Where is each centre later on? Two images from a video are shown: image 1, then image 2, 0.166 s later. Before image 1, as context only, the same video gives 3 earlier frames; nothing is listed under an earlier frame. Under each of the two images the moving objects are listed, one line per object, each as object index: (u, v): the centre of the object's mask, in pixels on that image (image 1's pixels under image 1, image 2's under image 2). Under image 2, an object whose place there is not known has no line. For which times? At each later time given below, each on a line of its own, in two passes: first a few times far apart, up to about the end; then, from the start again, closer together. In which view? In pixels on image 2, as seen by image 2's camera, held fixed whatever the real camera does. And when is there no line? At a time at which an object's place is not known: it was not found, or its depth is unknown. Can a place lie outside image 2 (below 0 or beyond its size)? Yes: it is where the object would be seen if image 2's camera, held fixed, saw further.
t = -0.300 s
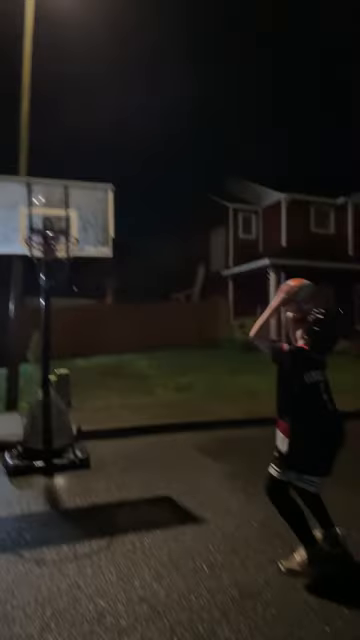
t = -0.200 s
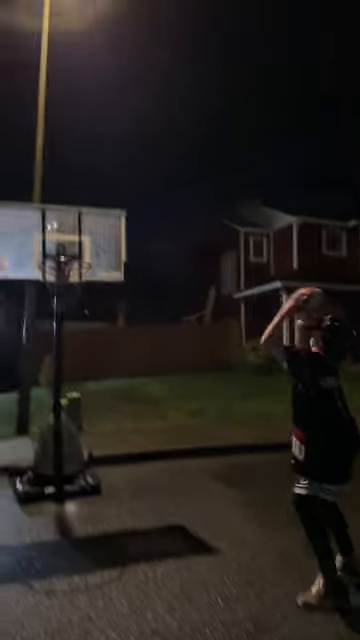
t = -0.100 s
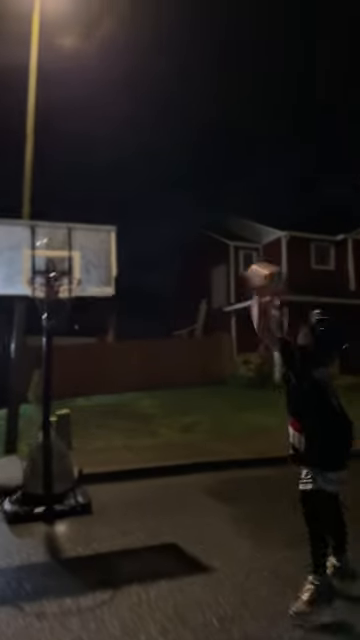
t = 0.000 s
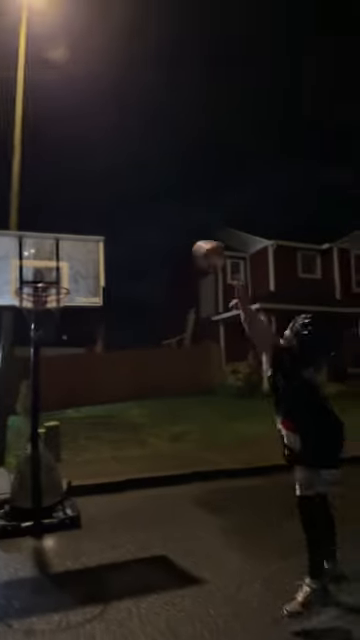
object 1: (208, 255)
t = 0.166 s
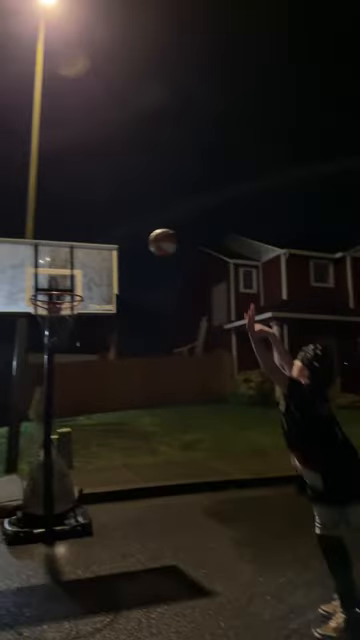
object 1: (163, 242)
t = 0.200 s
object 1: (152, 241)
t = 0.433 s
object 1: (88, 271)
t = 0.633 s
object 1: (41, 304)
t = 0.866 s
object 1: (65, 320)
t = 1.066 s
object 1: (69, 343)
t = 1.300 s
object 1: (68, 409)
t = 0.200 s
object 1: (152, 241)
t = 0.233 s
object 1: (141, 242)
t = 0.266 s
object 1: (132, 245)
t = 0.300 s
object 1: (124, 247)
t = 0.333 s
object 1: (115, 252)
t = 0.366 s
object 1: (105, 257)
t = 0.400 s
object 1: (96, 265)
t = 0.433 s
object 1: (88, 271)
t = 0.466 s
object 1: (79, 279)
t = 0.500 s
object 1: (71, 288)
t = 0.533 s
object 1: (65, 295)
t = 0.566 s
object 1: (52, 296)
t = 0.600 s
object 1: (43, 301)
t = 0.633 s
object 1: (41, 304)
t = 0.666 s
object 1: (42, 306)
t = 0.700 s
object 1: (46, 308)
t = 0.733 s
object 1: (50, 311)
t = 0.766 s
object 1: (56, 318)
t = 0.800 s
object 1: (58, 318)
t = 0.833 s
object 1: (62, 318)
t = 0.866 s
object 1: (65, 320)
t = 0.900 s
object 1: (67, 323)
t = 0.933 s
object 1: (68, 325)
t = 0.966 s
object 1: (69, 329)
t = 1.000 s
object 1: (69, 332)
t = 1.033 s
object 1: (70, 338)
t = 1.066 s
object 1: (69, 343)
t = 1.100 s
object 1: (69, 350)
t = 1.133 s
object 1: (69, 357)
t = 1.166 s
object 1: (73, 364)
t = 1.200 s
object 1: (73, 374)
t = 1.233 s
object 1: (73, 385)
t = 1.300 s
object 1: (68, 409)
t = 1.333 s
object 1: (67, 424)
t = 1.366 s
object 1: (68, 435)
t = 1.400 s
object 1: (66, 452)
